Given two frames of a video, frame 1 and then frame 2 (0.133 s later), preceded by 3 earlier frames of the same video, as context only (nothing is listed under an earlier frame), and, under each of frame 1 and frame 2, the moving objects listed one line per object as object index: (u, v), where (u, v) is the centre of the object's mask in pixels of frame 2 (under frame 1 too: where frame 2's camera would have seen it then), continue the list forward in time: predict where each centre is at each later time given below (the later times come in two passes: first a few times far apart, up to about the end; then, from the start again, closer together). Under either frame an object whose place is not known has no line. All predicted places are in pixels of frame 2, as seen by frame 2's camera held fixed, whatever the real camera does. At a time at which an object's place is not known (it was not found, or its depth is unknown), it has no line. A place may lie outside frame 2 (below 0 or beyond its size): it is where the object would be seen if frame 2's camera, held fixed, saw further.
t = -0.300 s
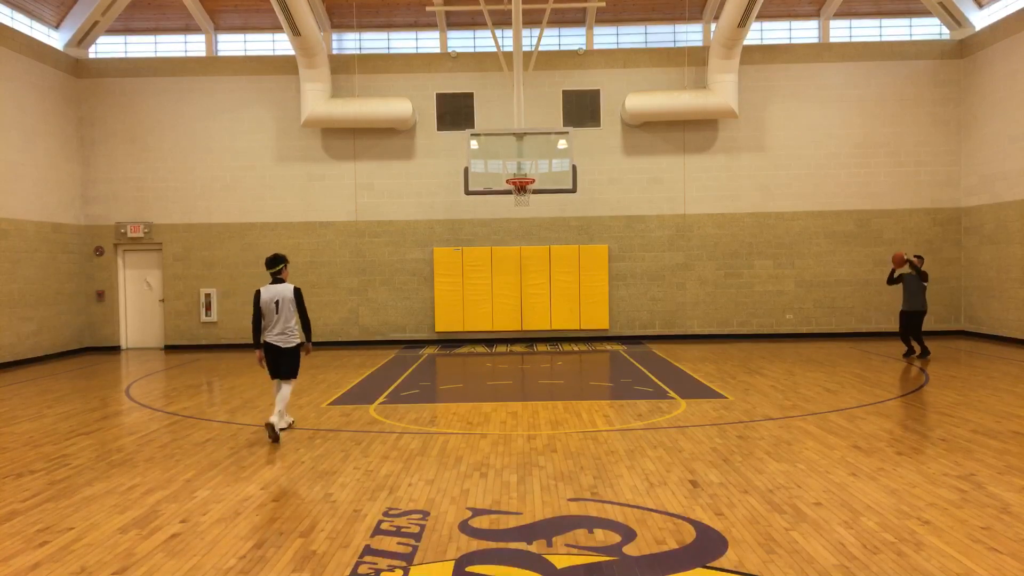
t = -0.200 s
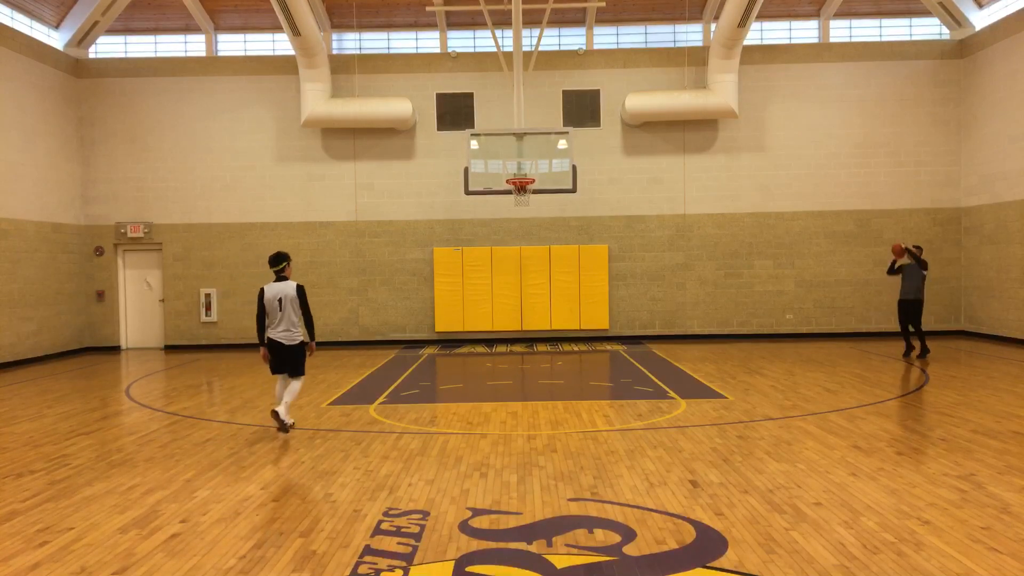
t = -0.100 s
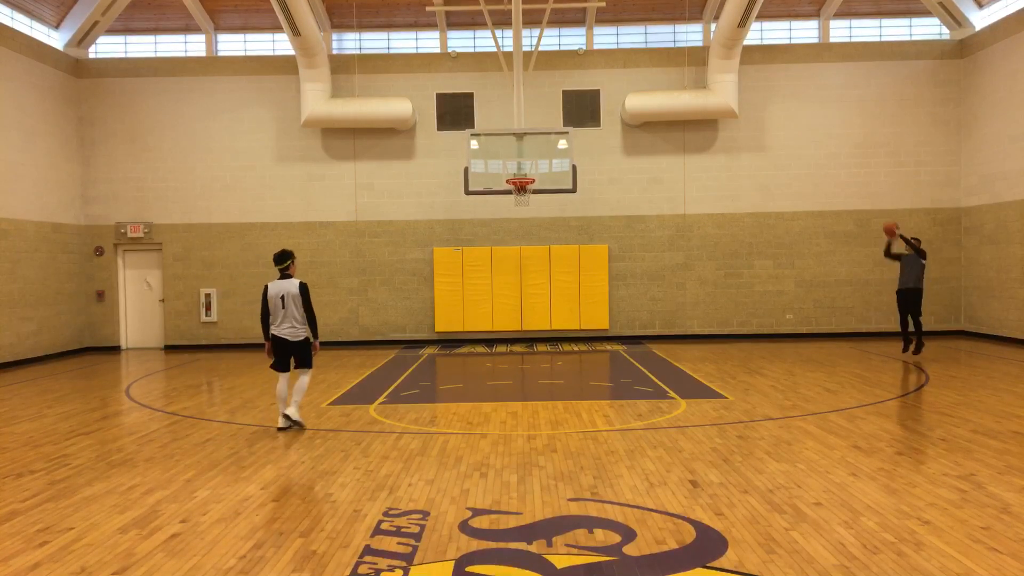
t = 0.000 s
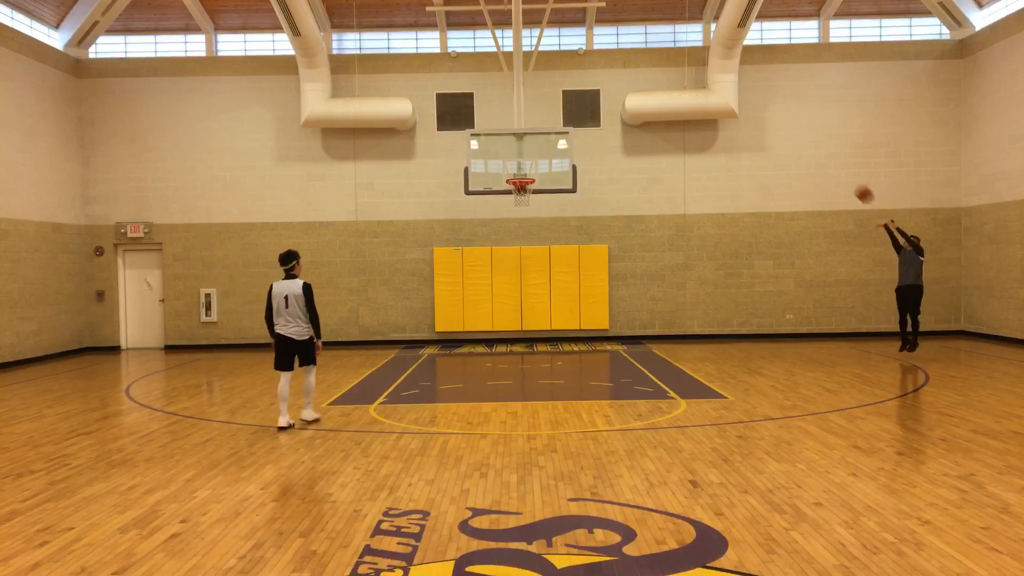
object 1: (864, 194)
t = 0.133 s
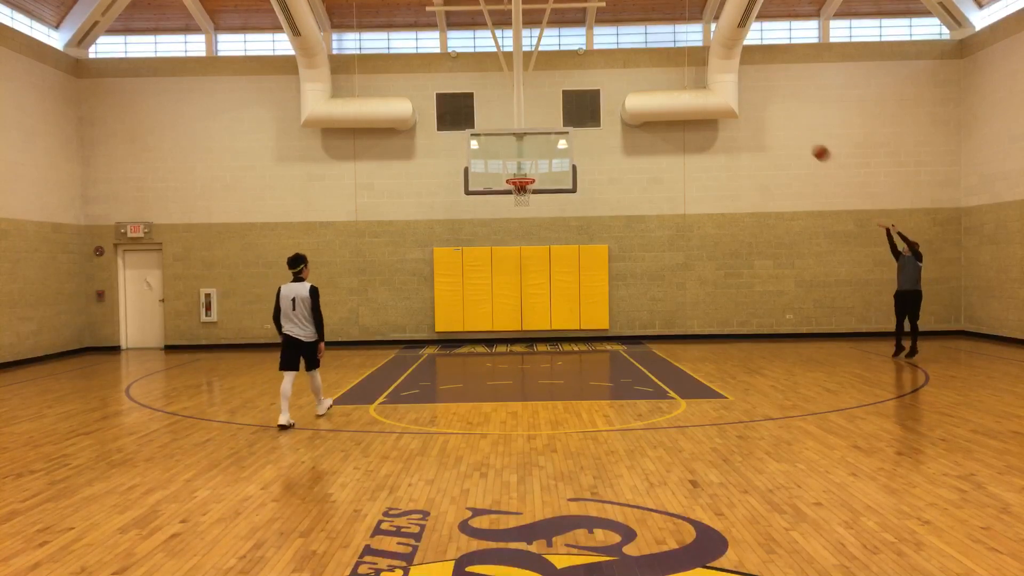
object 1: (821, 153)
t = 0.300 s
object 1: (768, 116)
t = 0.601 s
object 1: (674, 90)
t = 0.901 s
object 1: (583, 117)
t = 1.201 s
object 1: (513, 169)
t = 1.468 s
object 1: (518, 166)
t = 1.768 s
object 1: (526, 194)
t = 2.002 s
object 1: (532, 253)
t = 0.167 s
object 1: (810, 144)
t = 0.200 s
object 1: (799, 136)
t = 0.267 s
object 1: (778, 122)
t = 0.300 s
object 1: (768, 116)
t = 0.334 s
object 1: (757, 110)
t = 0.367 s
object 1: (747, 106)
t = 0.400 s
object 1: (737, 102)
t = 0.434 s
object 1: (726, 98)
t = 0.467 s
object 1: (716, 95)
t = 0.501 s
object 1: (705, 93)
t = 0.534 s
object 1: (694, 91)
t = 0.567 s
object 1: (684, 90)
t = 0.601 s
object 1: (674, 90)
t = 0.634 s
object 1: (664, 91)
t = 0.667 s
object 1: (653, 92)
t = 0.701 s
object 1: (643, 94)
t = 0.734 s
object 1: (633, 96)
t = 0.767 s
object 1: (622, 99)
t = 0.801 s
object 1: (613, 103)
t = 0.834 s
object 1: (603, 108)
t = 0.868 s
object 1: (592, 112)
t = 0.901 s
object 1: (583, 117)
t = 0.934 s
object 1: (573, 124)
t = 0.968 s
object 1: (562, 131)
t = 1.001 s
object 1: (552, 140)
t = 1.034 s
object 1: (543, 147)
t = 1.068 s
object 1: (533, 155)
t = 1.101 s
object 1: (523, 165)
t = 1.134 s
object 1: (514, 173)
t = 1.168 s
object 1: (514, 171)
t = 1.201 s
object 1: (513, 169)
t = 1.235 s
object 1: (513, 168)
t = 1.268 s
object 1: (513, 167)
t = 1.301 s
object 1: (513, 166)
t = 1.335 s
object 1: (514, 165)
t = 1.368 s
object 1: (515, 165)
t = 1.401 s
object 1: (516, 164)
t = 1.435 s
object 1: (517, 165)
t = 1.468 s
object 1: (518, 166)
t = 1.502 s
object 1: (519, 168)
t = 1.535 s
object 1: (520, 171)
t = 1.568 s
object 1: (520, 172)
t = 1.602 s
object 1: (521, 173)
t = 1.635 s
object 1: (522, 177)
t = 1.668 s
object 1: (523, 180)
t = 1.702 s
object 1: (523, 184)
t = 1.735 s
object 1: (524, 189)
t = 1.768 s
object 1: (526, 194)
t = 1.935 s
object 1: (530, 233)
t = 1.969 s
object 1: (531, 242)
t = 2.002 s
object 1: (532, 253)
